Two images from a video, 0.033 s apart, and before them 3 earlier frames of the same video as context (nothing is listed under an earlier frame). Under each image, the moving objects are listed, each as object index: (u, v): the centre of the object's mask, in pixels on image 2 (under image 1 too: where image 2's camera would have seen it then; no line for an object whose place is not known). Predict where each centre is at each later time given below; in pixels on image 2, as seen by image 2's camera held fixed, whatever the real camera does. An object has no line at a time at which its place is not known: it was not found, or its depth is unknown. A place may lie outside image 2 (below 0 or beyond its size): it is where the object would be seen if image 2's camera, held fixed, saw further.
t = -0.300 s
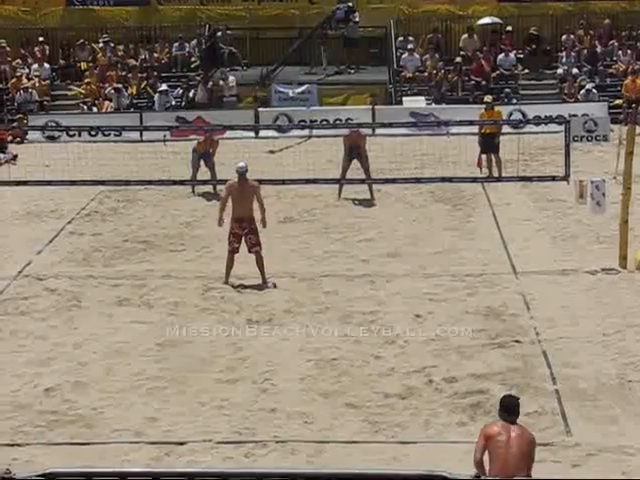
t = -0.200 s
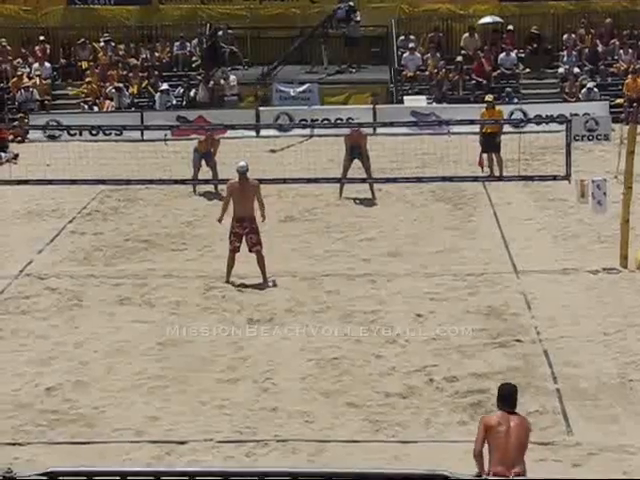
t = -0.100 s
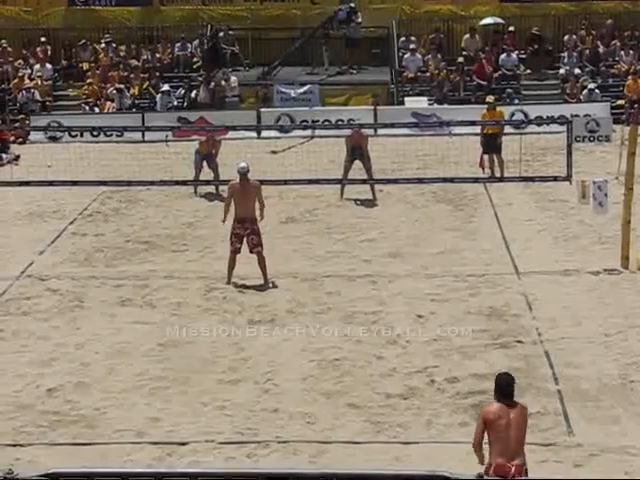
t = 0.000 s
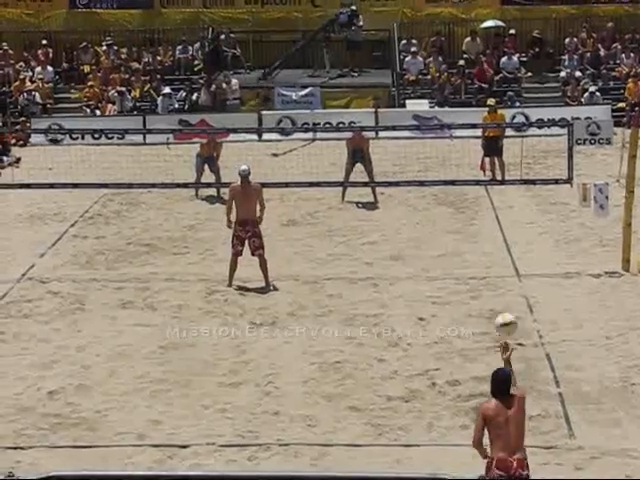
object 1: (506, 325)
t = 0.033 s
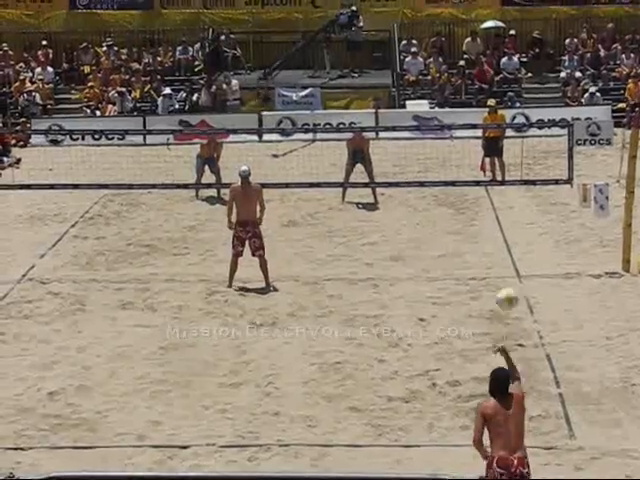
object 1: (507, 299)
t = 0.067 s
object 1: (507, 272)
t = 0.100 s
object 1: (507, 250)
